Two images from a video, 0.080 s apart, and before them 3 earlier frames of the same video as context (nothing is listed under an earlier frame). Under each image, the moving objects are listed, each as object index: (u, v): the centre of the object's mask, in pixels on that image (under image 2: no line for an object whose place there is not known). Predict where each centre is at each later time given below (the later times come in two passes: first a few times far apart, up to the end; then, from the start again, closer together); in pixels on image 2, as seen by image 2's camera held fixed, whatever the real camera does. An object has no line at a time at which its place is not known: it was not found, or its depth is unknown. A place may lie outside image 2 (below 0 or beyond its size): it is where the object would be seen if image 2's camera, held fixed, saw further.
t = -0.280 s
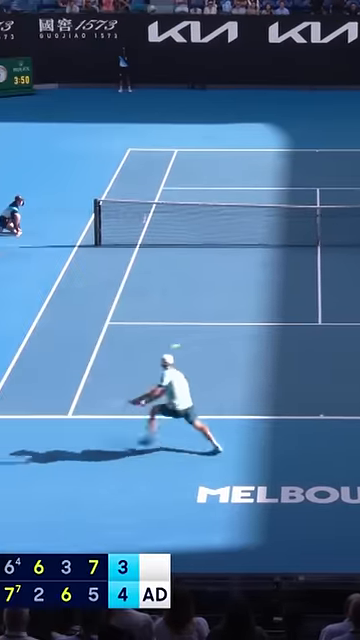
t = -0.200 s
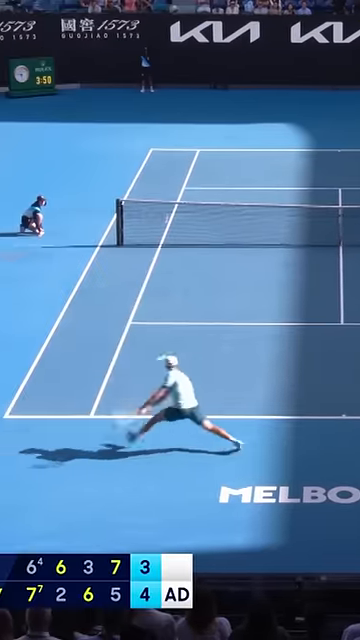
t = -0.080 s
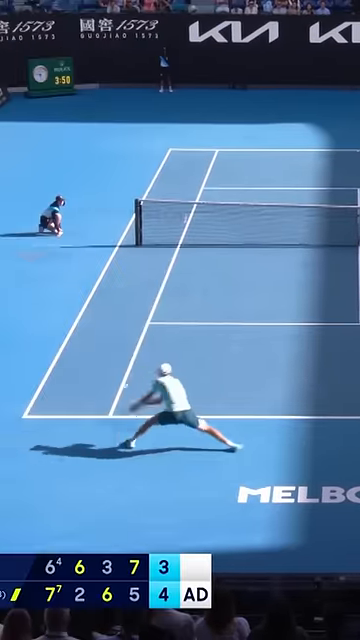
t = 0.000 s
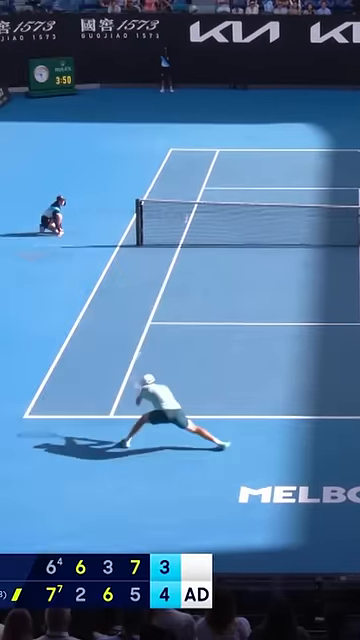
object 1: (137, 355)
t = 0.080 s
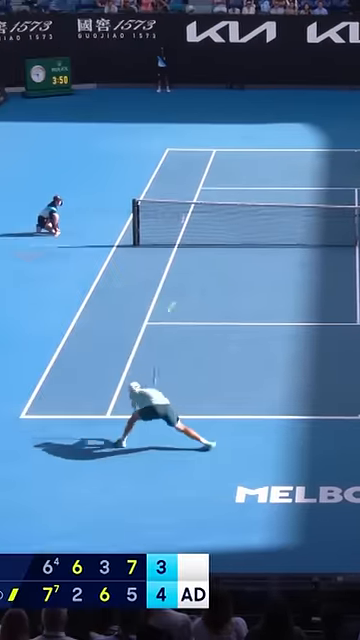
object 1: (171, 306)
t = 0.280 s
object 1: (245, 219)
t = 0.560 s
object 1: (312, 163)
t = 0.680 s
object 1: (334, 154)
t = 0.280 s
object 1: (245, 219)
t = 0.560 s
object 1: (312, 163)
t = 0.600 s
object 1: (319, 160)
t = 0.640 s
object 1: (327, 157)
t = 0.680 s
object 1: (334, 154)
